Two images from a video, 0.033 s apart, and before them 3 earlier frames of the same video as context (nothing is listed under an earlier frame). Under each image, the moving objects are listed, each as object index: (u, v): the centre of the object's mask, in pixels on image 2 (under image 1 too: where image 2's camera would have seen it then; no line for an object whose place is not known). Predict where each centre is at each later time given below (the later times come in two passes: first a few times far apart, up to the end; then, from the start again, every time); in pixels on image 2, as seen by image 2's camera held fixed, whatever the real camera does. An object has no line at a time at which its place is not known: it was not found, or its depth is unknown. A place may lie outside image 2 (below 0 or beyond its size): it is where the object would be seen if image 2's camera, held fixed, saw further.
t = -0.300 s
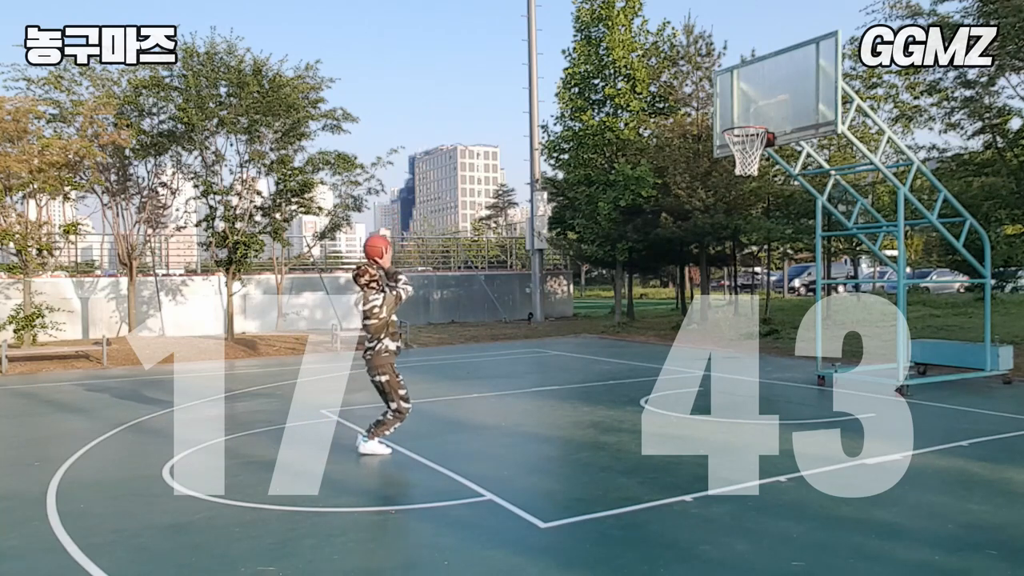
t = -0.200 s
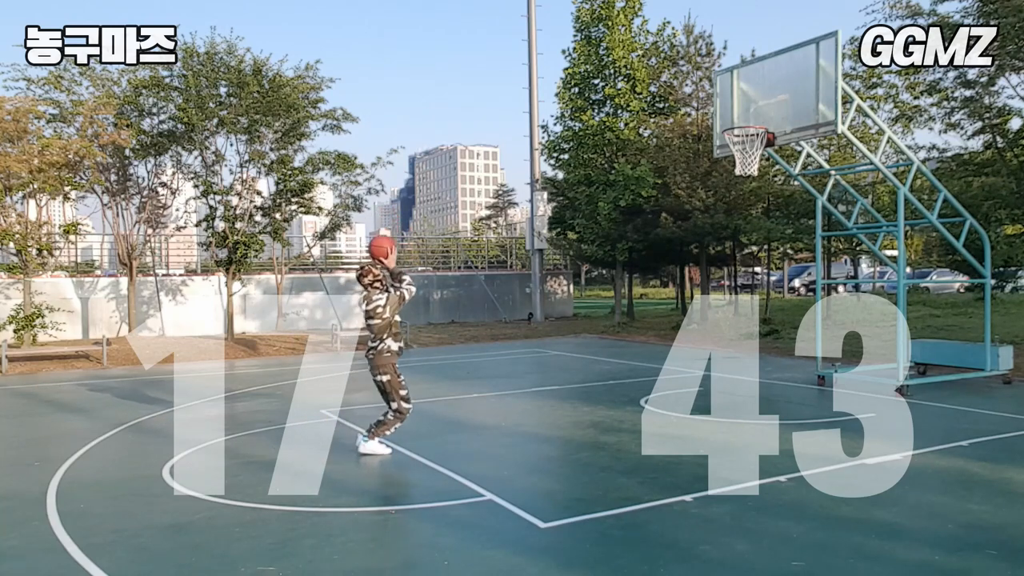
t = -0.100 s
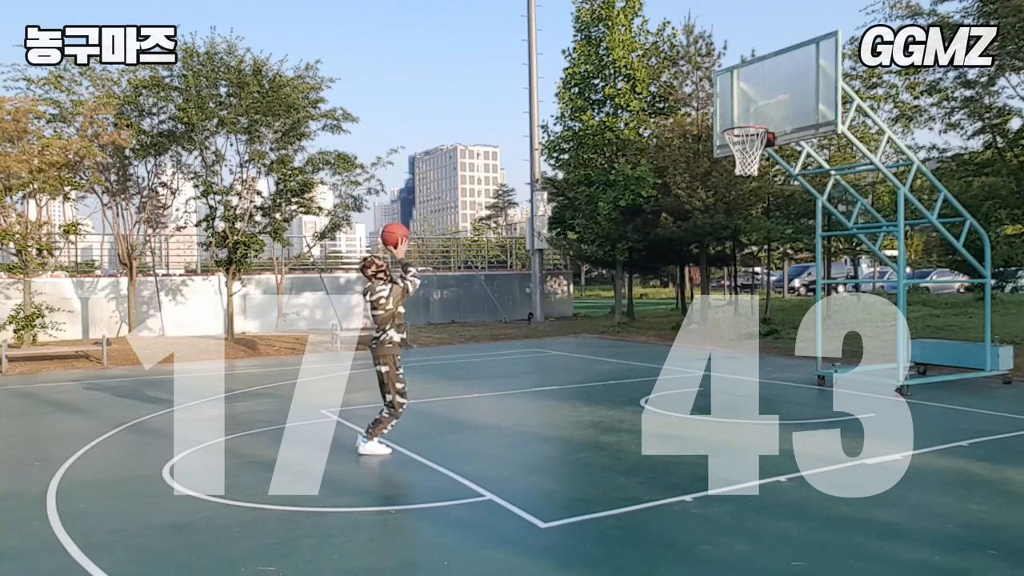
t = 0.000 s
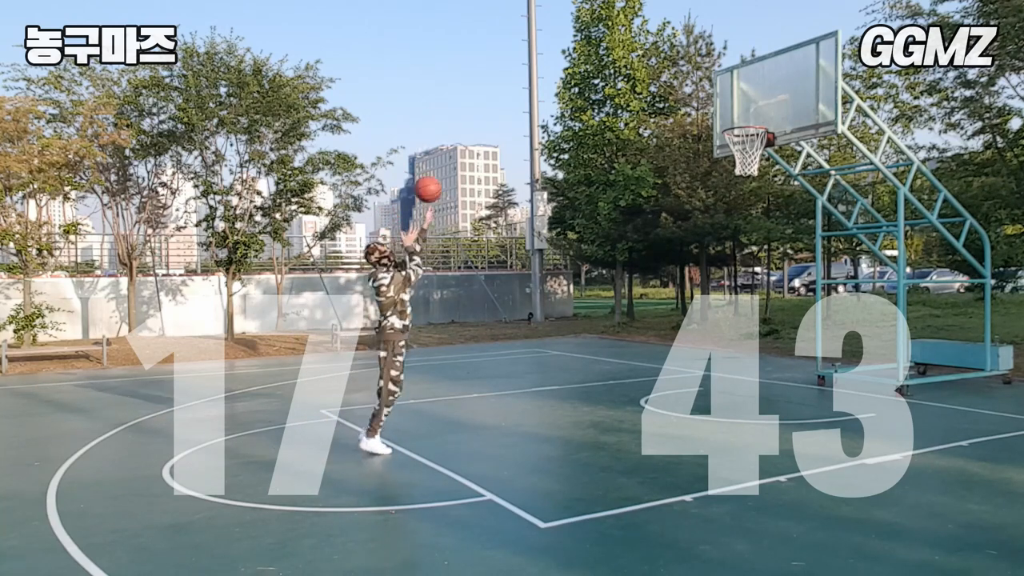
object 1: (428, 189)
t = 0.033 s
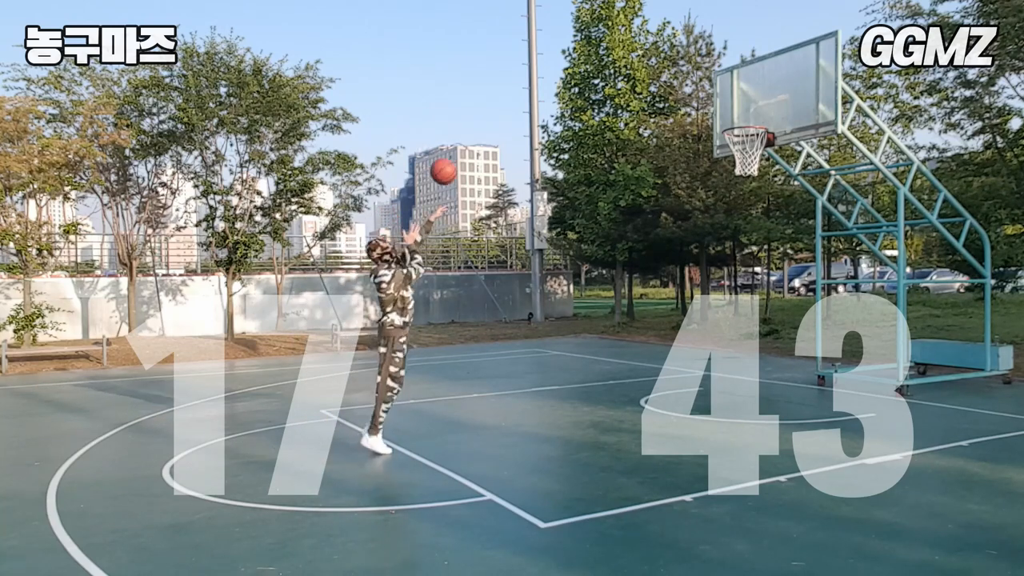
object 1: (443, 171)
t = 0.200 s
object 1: (517, 105)
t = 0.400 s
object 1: (596, 70)
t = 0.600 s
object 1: (665, 75)
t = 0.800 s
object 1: (727, 116)
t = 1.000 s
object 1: (739, 143)
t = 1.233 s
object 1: (734, 140)
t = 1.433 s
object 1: (754, 209)
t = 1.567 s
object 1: (771, 318)
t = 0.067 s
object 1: (458, 155)
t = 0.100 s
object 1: (473, 140)
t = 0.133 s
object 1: (488, 127)
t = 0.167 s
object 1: (503, 115)
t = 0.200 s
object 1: (517, 105)
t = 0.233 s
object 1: (531, 96)
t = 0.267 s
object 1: (544, 88)
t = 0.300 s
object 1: (558, 82)
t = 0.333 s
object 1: (571, 77)
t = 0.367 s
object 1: (584, 72)
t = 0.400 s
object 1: (596, 70)
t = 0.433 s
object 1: (608, 68)
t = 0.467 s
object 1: (620, 67)
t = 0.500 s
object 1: (632, 68)
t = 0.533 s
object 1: (643, 69)
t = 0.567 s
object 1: (654, 72)
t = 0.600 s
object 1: (665, 75)
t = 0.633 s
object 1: (676, 80)
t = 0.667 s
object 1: (687, 85)
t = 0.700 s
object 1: (698, 92)
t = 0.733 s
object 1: (708, 99)
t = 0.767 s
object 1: (718, 107)
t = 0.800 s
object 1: (727, 116)
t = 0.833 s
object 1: (737, 122)
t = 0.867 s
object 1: (746, 126)
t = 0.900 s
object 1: (750, 133)
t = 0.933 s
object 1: (747, 136)
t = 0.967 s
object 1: (744, 141)
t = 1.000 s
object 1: (739, 143)
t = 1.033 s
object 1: (737, 142)
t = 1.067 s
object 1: (735, 139)
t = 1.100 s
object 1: (734, 138)
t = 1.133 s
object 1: (734, 137)
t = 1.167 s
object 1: (733, 137)
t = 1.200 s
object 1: (733, 138)
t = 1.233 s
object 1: (734, 140)
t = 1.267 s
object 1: (735, 145)
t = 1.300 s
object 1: (738, 153)
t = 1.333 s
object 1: (744, 164)
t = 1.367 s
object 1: (747, 179)
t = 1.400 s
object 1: (750, 191)
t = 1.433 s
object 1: (754, 209)
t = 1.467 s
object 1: (758, 232)
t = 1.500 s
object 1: (762, 258)
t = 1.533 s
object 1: (766, 286)
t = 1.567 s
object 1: (771, 318)
